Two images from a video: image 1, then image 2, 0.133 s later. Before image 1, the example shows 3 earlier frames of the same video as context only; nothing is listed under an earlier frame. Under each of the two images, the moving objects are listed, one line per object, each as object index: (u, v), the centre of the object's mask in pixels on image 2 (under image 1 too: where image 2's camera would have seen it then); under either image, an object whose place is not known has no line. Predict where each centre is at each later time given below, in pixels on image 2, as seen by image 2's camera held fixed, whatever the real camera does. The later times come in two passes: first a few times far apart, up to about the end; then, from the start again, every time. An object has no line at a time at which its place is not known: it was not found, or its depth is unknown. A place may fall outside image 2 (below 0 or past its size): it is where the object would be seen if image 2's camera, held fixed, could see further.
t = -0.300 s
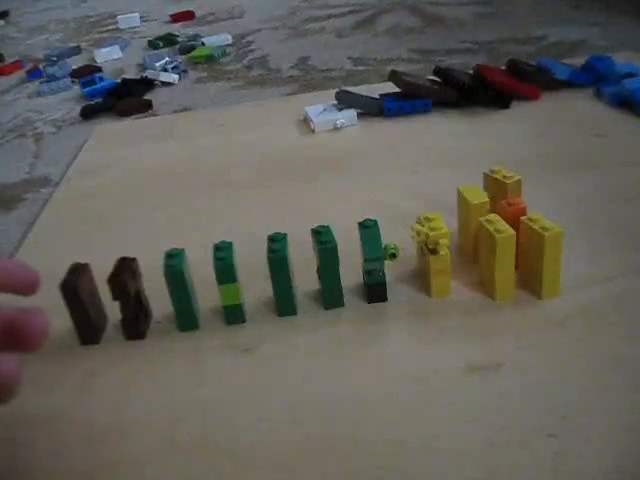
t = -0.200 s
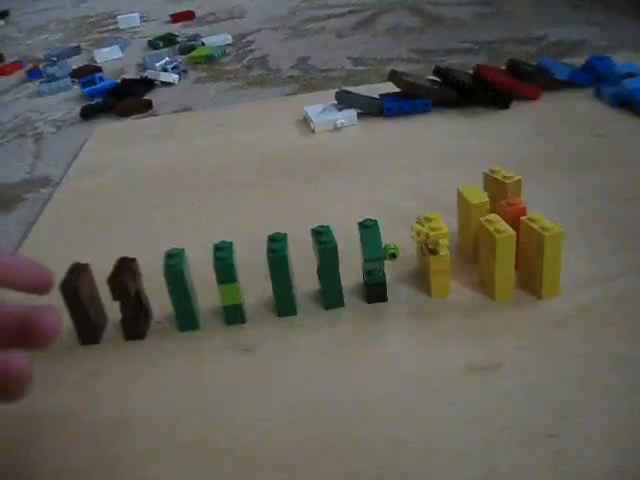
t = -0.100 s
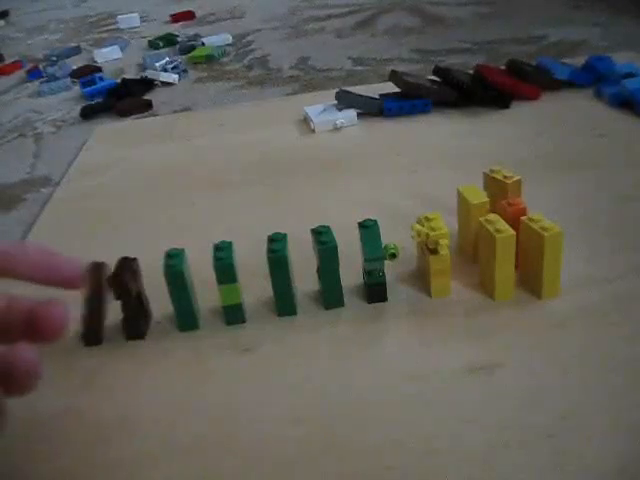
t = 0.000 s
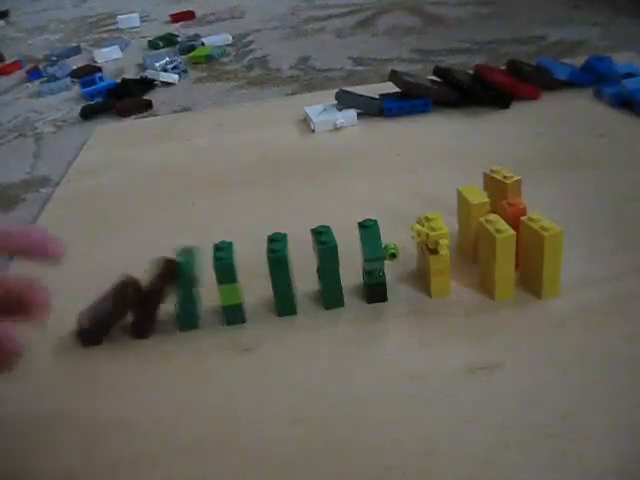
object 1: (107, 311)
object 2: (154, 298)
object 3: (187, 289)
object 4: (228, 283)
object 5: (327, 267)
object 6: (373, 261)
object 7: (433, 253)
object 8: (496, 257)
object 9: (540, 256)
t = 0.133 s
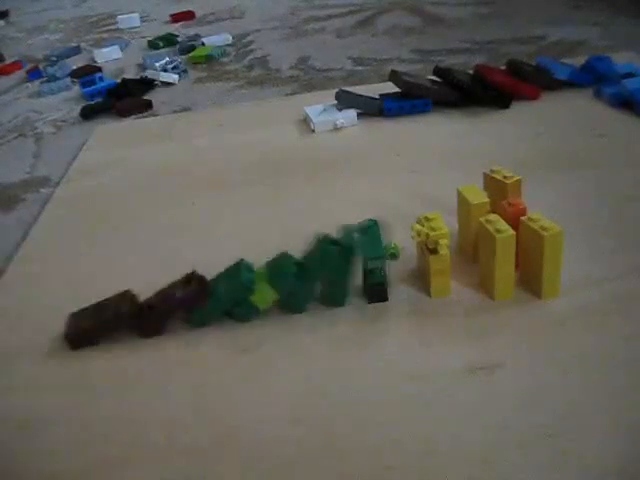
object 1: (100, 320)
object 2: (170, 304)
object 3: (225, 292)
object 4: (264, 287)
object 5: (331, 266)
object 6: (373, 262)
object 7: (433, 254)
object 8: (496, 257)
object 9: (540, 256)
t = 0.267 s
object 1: (101, 320)
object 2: (170, 304)
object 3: (226, 293)
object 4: (271, 289)
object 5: (370, 270)
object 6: (412, 264)
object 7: (466, 260)
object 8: (538, 255)
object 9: (550, 254)
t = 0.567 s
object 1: (101, 320)
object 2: (171, 304)
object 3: (226, 293)
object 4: (271, 289)
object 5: (370, 270)
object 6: (412, 263)
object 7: (468, 267)
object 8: (546, 267)
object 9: (610, 277)
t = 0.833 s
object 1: (100, 319)
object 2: (171, 304)
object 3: (225, 294)
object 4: (271, 290)
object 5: (370, 270)
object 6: (412, 263)
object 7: (468, 266)
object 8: (547, 267)
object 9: (612, 276)
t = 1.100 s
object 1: (101, 319)
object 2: (170, 304)
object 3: (225, 294)
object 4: (271, 289)
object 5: (370, 270)
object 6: (412, 262)
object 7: (468, 266)
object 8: (547, 267)
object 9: (612, 276)
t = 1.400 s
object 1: (101, 319)
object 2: (171, 304)
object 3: (226, 293)
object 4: (271, 289)
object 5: (372, 268)
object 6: (412, 262)
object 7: (468, 266)
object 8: (547, 267)
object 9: (612, 276)
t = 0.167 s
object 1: (99, 320)
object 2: (170, 304)
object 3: (226, 293)
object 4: (270, 288)
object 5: (344, 267)
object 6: (383, 258)
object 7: (433, 255)
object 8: (496, 257)
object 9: (540, 256)
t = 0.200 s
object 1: (100, 320)
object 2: (170, 304)
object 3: (227, 293)
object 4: (271, 289)
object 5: (369, 268)
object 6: (397, 262)
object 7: (448, 251)
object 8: (497, 258)
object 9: (540, 256)
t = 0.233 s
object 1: (100, 320)
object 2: (170, 304)
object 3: (226, 293)
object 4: (271, 289)
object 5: (370, 270)
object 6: (414, 263)
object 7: (462, 252)
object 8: (506, 253)
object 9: (543, 259)
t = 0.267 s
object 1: (101, 320)
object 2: (170, 304)
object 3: (226, 293)
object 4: (271, 289)
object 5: (370, 270)
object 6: (412, 264)
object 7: (466, 260)
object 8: (538, 255)
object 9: (550, 254)
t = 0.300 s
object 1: (101, 320)
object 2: (170, 304)
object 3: (226, 293)
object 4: (271, 289)
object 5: (370, 270)
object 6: (412, 263)
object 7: (467, 264)
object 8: (553, 257)
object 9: (569, 252)
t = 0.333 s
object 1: (99, 320)
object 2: (170, 304)
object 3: (227, 293)
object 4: (271, 289)
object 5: (370, 270)
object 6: (412, 263)
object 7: (467, 265)
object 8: (562, 268)
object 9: (567, 263)
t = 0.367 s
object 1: (99, 320)
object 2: (171, 304)
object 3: (226, 294)
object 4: (271, 289)
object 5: (370, 270)
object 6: (412, 264)
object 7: (468, 266)
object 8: (546, 267)
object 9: (608, 276)
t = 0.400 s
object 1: (101, 320)
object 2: (171, 304)
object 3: (226, 294)
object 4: (271, 289)
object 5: (370, 270)
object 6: (412, 264)
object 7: (468, 267)
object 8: (546, 268)
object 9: (611, 277)
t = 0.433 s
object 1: (101, 320)
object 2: (171, 304)
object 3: (226, 294)
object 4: (271, 289)
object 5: (370, 270)
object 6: (412, 264)
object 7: (468, 267)
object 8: (546, 268)
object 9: (610, 277)
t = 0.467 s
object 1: (101, 320)
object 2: (171, 304)
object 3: (226, 293)
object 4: (271, 289)
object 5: (370, 270)
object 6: (412, 263)
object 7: (468, 267)
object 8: (546, 267)
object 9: (610, 277)
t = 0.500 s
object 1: (99, 320)
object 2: (171, 304)
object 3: (226, 293)
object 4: (271, 289)
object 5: (370, 270)
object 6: (412, 263)
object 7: (468, 267)
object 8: (546, 268)
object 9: (610, 277)
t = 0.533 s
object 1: (101, 320)
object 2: (171, 304)
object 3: (226, 293)
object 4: (271, 289)
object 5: (370, 270)
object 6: (412, 263)
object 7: (468, 267)
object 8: (546, 268)
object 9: (610, 277)
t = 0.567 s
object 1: (101, 320)
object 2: (171, 304)
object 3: (226, 293)
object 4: (271, 289)
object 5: (370, 270)
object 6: (412, 263)
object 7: (468, 267)
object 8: (546, 267)
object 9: (610, 277)
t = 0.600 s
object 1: (102, 320)
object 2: (171, 304)
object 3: (226, 293)
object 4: (271, 289)
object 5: (370, 270)
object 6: (412, 263)
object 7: (468, 267)
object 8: (546, 267)
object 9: (610, 277)
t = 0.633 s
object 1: (102, 320)
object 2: (171, 304)
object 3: (226, 293)
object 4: (271, 290)
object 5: (370, 270)
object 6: (412, 263)
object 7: (468, 266)
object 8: (546, 267)
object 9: (610, 277)
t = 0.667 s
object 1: (102, 320)
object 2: (171, 304)
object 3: (226, 293)
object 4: (271, 290)
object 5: (370, 270)
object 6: (412, 263)
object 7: (468, 267)
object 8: (546, 267)
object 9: (611, 277)
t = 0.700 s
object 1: (102, 320)
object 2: (171, 304)
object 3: (226, 294)
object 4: (272, 290)
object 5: (370, 270)
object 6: (412, 263)
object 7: (468, 266)
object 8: (547, 267)
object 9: (611, 277)
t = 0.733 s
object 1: (102, 320)
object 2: (171, 304)
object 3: (226, 294)
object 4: (272, 290)
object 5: (370, 270)
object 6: (412, 263)
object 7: (468, 266)
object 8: (547, 267)
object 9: (611, 277)
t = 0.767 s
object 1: (100, 319)
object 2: (171, 304)
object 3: (226, 294)
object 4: (271, 290)
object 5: (369, 270)
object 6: (412, 263)
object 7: (468, 266)
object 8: (547, 267)
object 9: (611, 277)
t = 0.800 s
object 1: (100, 319)
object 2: (171, 304)
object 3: (226, 294)
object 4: (271, 290)
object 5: (370, 270)
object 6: (412, 263)
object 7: (468, 266)
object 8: (547, 267)
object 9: (611, 277)
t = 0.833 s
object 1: (100, 319)
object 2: (171, 304)
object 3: (225, 294)
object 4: (271, 290)
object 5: (370, 270)
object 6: (412, 263)
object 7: (468, 266)
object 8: (547, 267)
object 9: (612, 276)
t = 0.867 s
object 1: (100, 319)
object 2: (171, 304)
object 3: (225, 294)
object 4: (271, 290)
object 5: (370, 270)
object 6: (412, 263)
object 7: (468, 266)
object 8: (547, 267)
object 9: (612, 276)
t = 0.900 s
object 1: (100, 319)
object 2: (171, 304)
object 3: (225, 294)
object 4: (271, 290)
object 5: (370, 270)
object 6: (412, 263)
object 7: (468, 266)
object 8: (547, 267)
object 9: (612, 276)
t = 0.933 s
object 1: (101, 319)
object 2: (171, 304)
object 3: (225, 294)
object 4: (271, 290)
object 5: (370, 270)
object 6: (412, 263)
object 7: (468, 266)
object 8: (547, 267)
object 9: (612, 276)
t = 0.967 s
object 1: (102, 320)
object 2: (171, 304)
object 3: (226, 294)
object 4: (271, 290)
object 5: (370, 270)
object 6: (412, 263)
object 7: (468, 266)
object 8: (547, 267)
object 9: (611, 276)
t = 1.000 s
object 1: (101, 319)
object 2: (171, 304)
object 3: (225, 294)
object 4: (272, 289)
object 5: (370, 270)
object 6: (412, 263)
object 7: (468, 266)
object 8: (547, 267)
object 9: (612, 276)
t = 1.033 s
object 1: (101, 319)
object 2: (171, 304)
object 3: (225, 294)
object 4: (271, 289)
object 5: (370, 270)
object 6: (412, 263)
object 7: (468, 266)
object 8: (547, 267)
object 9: (612, 276)
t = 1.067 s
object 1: (101, 319)
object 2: (170, 304)
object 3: (225, 294)
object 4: (272, 289)
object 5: (370, 270)
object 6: (412, 262)
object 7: (468, 266)
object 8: (547, 267)
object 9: (612, 276)
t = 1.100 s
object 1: (101, 319)
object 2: (170, 304)
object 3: (225, 294)
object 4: (271, 289)
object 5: (370, 270)
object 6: (412, 262)
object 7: (468, 266)
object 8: (547, 267)
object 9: (612, 276)
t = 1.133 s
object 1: (101, 319)
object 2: (170, 304)
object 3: (226, 293)
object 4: (272, 289)
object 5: (371, 269)
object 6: (412, 262)
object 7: (468, 266)
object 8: (547, 267)
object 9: (612, 276)
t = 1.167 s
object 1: (101, 319)
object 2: (170, 304)
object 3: (225, 294)
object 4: (271, 289)
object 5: (371, 269)
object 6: (412, 262)
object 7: (468, 266)
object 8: (547, 267)
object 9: (612, 276)
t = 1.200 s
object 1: (101, 319)
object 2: (171, 304)
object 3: (225, 294)
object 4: (271, 289)
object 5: (371, 269)
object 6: (412, 262)
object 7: (468, 266)
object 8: (547, 267)
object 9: (612, 276)
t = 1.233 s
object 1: (101, 319)
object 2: (170, 304)
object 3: (225, 294)
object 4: (271, 289)
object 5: (371, 269)
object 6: (412, 262)
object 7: (468, 266)
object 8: (547, 267)
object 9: (612, 276)
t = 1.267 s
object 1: (101, 319)
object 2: (171, 304)
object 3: (226, 293)
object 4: (271, 289)
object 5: (371, 269)
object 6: (412, 262)
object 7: (468, 266)
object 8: (547, 267)
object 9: (612, 276)
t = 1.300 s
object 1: (102, 320)
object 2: (171, 304)
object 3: (226, 293)
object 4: (271, 289)
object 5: (371, 268)
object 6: (412, 262)
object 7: (467, 266)
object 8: (547, 267)
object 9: (612, 276)
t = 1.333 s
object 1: (101, 319)
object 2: (170, 304)
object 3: (226, 293)
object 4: (271, 289)
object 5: (372, 268)
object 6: (412, 262)
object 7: (467, 266)
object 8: (547, 267)
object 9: (612, 276)
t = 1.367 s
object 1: (101, 319)
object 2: (171, 304)
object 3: (226, 293)
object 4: (271, 289)
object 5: (372, 268)
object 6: (412, 262)
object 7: (467, 266)
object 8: (547, 267)
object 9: (612, 276)
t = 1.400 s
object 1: (101, 319)
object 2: (171, 304)
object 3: (226, 293)
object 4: (271, 289)
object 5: (372, 268)
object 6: (412, 262)
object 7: (468, 266)
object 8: (547, 267)
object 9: (612, 276)
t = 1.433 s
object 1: (101, 319)
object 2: (171, 304)
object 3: (226, 293)
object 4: (271, 289)
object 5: (371, 269)
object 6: (412, 262)
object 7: (468, 266)
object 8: (547, 267)
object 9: (612, 276)
